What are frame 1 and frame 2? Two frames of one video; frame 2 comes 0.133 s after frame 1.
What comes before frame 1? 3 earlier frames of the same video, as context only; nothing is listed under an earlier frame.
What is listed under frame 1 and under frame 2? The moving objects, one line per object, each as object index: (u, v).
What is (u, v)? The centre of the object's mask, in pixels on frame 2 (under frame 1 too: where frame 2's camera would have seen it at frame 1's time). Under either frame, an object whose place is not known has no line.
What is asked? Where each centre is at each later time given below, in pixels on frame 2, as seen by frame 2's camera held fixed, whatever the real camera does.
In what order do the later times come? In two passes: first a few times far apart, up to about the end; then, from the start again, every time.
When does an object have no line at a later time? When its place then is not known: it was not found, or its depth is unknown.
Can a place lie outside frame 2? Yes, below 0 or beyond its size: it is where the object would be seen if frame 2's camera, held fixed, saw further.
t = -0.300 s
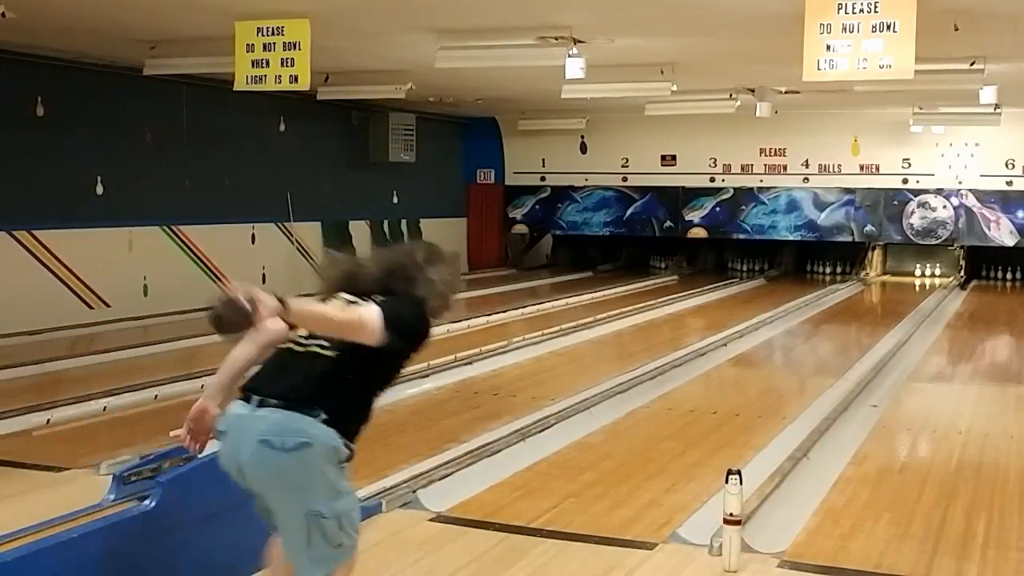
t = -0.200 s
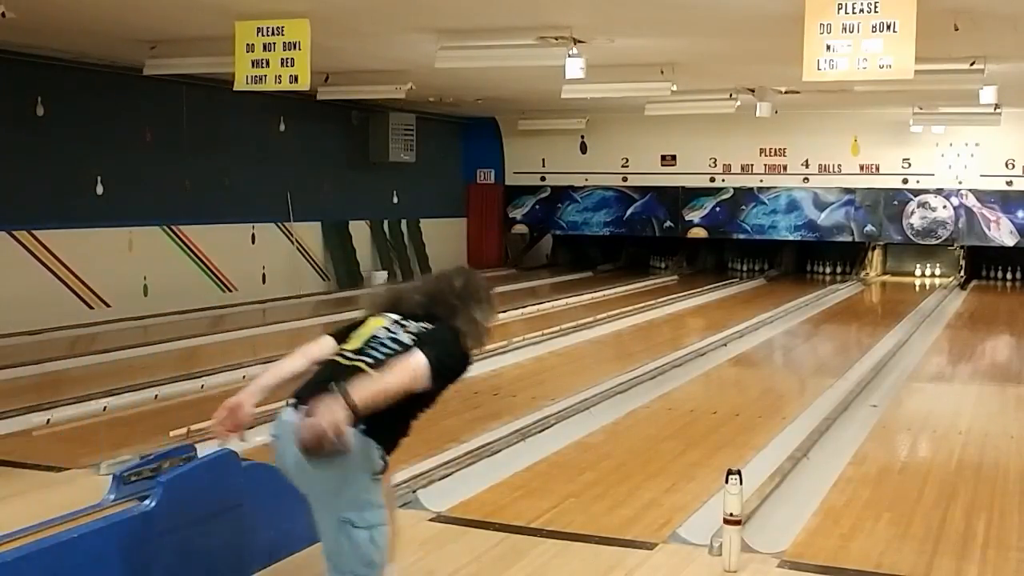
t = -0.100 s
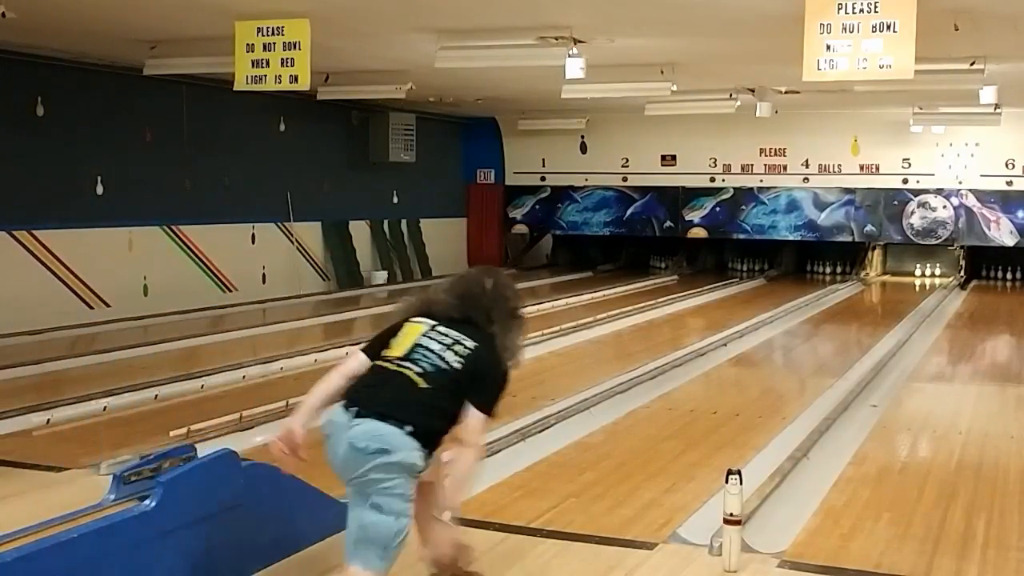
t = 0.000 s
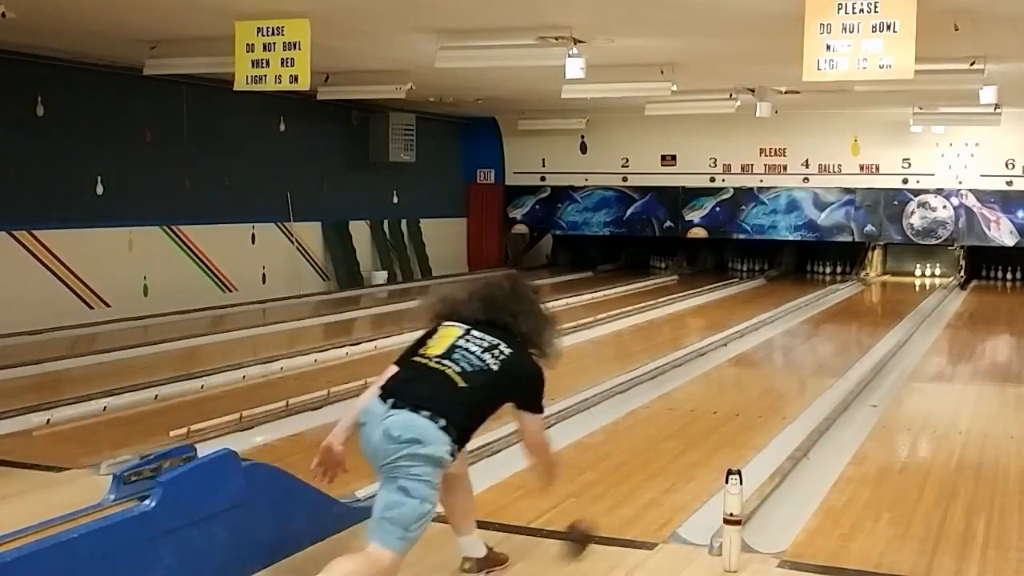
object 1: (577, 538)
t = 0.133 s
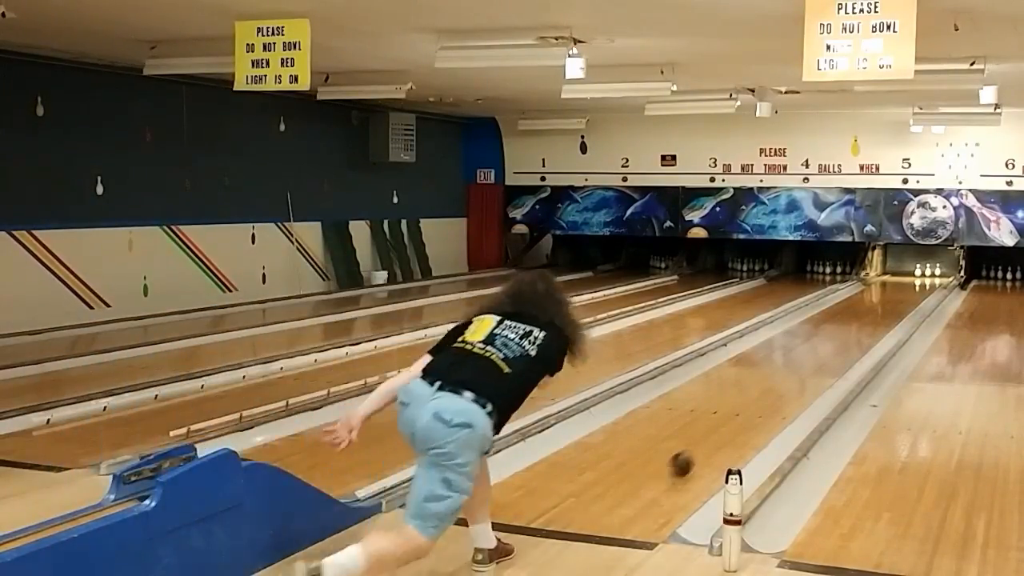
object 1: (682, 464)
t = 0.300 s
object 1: (759, 407)
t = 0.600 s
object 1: (836, 350)
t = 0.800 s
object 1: (867, 328)
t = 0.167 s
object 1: (701, 449)
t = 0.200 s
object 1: (717, 437)
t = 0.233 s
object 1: (733, 426)
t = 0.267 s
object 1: (746, 416)
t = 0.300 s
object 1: (759, 407)
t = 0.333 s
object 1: (770, 398)
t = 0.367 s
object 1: (781, 390)
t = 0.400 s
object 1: (791, 384)
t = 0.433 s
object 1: (799, 377)
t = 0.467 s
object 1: (808, 371)
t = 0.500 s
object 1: (816, 365)
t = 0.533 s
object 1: (823, 360)
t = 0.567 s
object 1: (830, 355)
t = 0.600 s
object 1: (836, 350)
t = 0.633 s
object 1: (841, 346)
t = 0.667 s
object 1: (847, 342)
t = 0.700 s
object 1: (853, 338)
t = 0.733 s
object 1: (857, 334)
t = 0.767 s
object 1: (862, 331)
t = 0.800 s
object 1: (867, 328)
